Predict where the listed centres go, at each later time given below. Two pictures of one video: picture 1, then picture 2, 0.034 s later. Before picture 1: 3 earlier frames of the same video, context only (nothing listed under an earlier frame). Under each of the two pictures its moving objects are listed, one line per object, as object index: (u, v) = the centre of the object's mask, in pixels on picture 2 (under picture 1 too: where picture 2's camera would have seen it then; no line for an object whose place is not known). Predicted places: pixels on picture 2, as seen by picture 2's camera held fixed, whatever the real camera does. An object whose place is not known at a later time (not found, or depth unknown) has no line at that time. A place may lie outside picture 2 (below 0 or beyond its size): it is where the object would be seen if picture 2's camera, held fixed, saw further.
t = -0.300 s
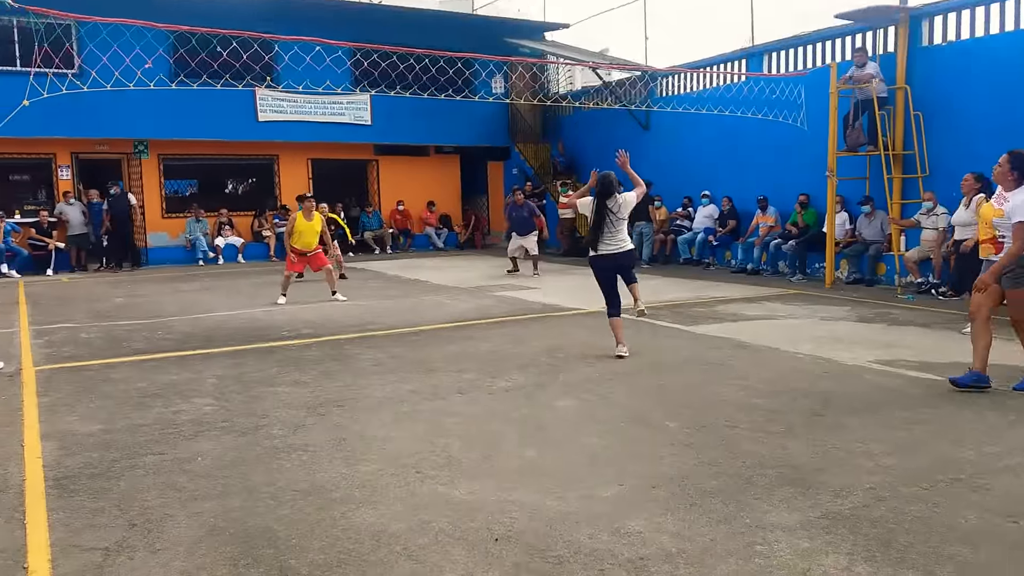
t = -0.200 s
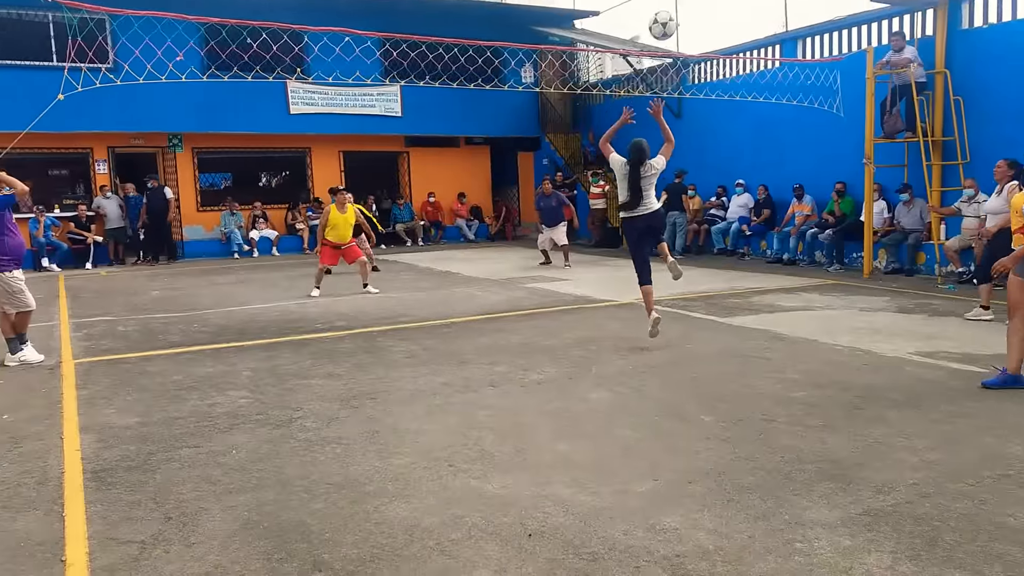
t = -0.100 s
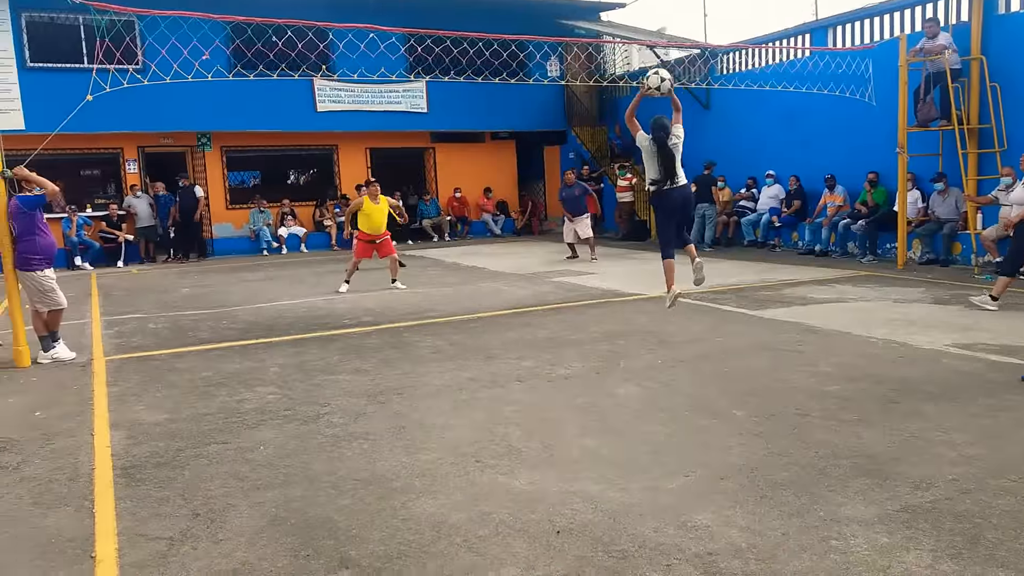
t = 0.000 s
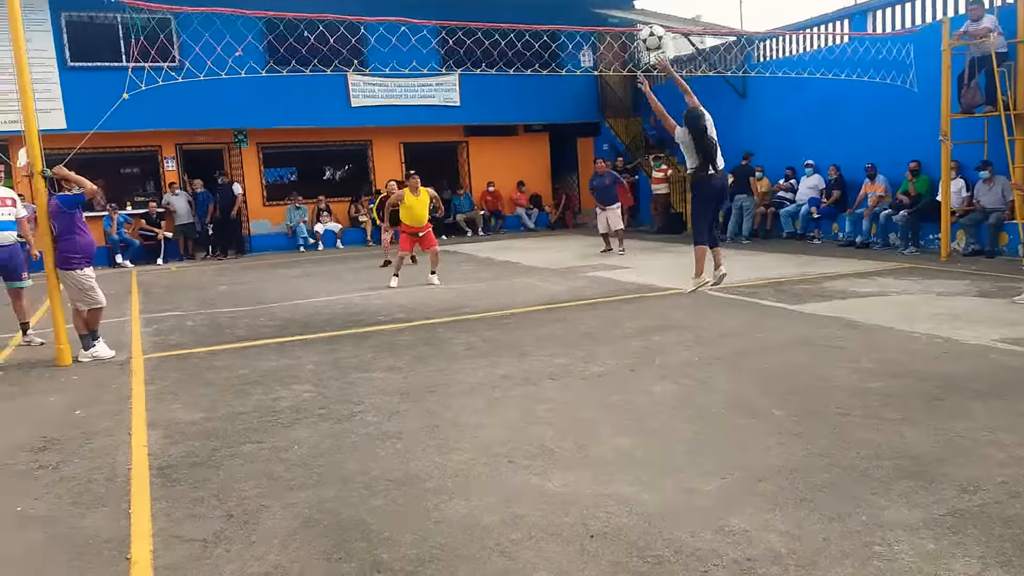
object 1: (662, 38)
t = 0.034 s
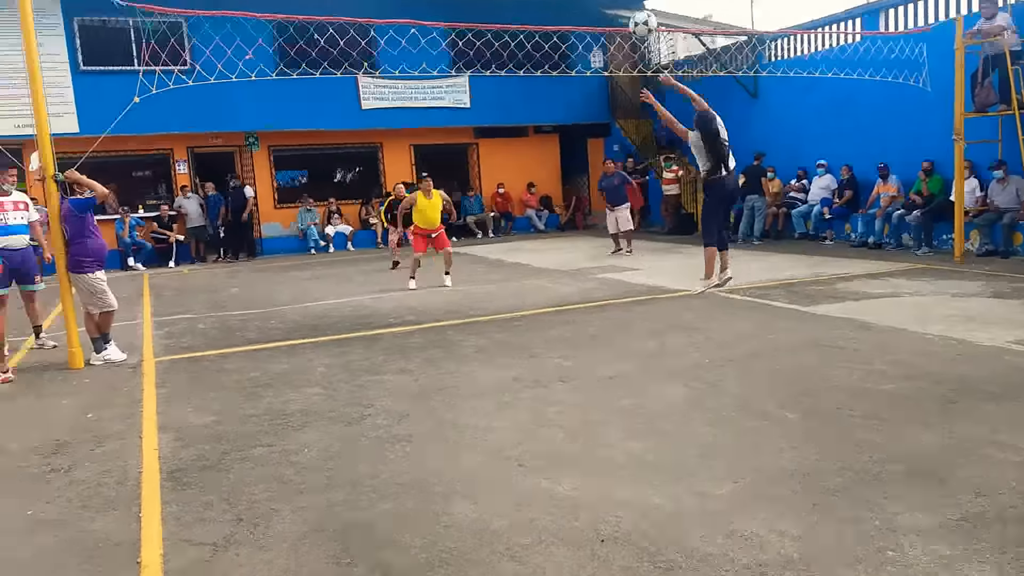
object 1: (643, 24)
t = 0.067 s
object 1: (623, 11)
